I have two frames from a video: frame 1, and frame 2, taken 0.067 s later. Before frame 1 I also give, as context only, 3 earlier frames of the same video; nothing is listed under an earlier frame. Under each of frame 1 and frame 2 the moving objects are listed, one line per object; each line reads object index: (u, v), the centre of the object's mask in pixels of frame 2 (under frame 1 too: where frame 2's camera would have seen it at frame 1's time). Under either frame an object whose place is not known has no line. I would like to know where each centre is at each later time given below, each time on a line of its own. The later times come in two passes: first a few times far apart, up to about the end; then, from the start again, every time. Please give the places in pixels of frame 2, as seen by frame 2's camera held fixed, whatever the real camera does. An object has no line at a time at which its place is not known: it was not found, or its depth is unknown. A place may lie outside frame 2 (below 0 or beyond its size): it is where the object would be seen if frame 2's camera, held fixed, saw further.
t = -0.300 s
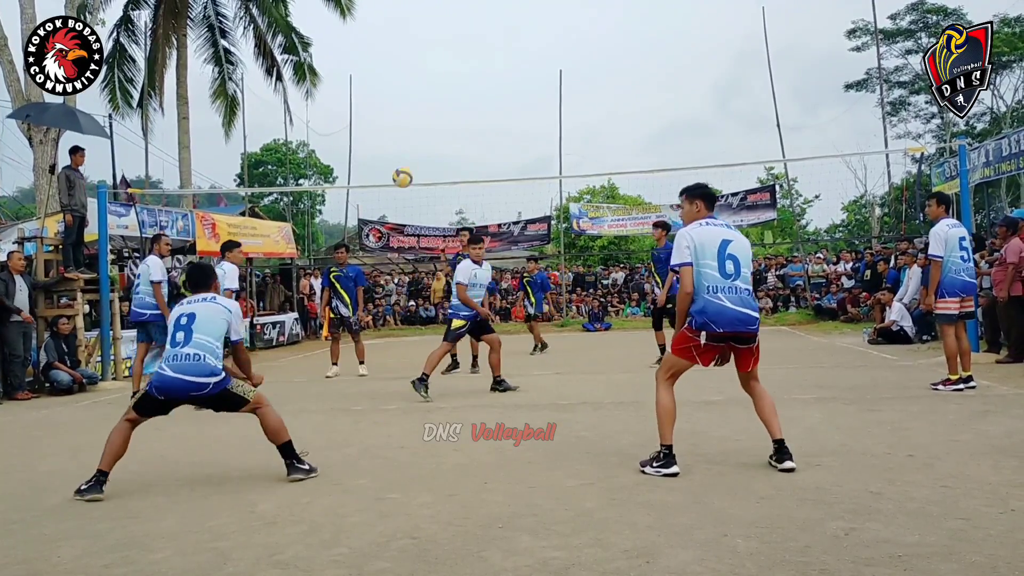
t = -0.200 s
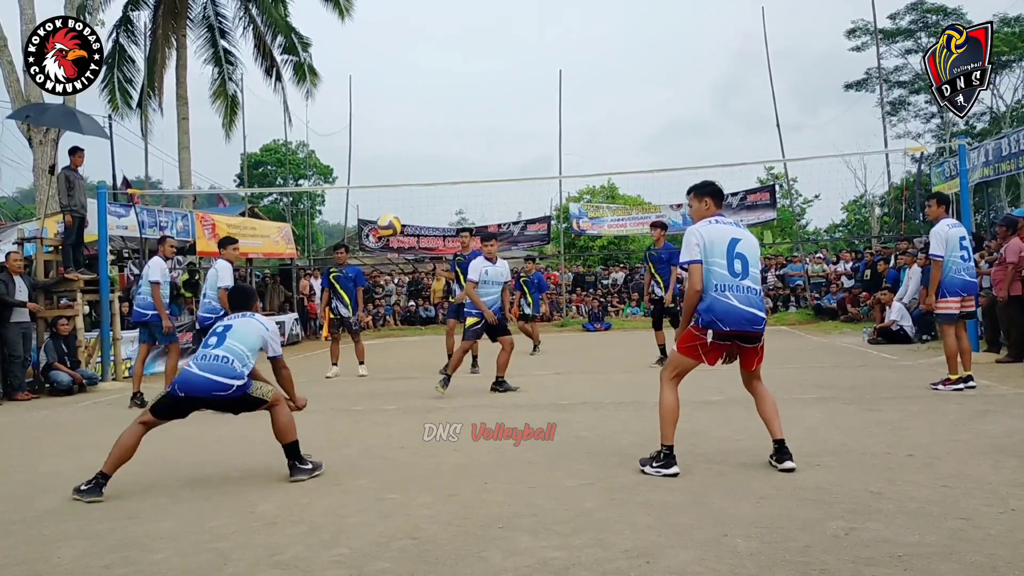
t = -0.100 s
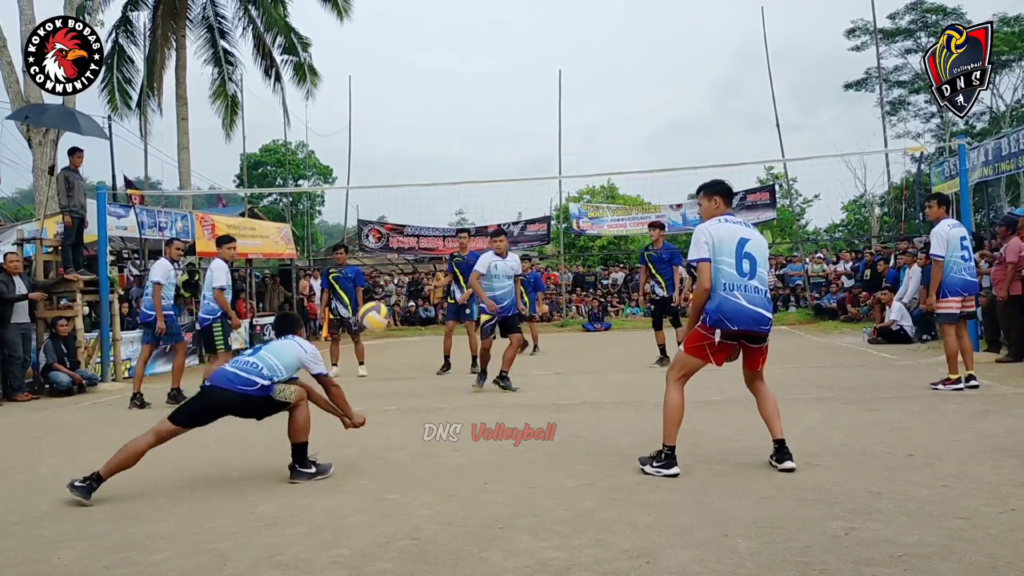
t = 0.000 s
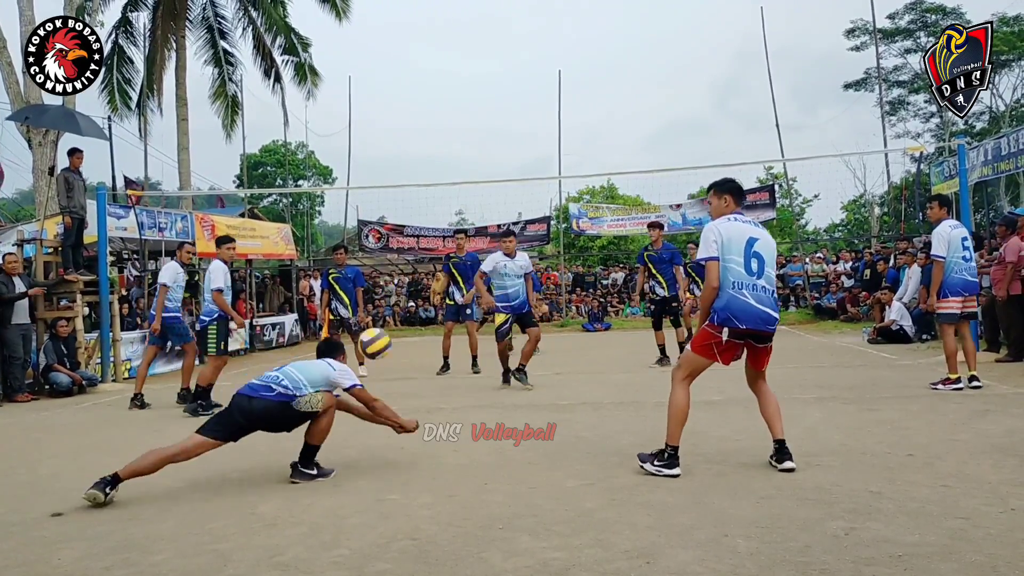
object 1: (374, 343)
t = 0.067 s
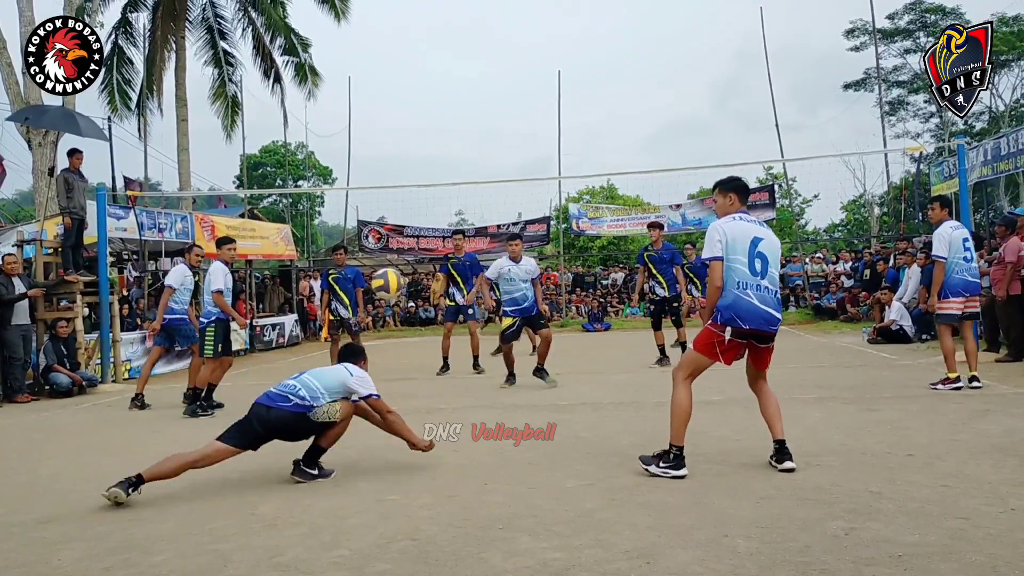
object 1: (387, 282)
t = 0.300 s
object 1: (423, 150)
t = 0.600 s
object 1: (459, 103)
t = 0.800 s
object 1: (479, 127)
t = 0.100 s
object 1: (394, 257)
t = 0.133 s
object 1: (399, 235)
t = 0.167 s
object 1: (404, 213)
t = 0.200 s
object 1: (409, 195)
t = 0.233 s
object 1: (414, 178)
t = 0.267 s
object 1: (418, 163)
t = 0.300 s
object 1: (423, 150)
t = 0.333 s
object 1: (428, 139)
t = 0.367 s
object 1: (432, 129)
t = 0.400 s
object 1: (436, 121)
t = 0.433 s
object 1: (440, 115)
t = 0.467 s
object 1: (444, 110)
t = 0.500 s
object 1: (448, 106)
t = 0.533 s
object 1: (452, 104)
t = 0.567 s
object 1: (455, 103)
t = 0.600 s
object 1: (459, 103)
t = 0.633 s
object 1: (462, 105)
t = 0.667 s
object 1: (466, 107)
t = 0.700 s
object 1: (469, 111)
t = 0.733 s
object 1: (472, 115)
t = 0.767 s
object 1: (476, 121)
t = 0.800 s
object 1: (479, 127)
